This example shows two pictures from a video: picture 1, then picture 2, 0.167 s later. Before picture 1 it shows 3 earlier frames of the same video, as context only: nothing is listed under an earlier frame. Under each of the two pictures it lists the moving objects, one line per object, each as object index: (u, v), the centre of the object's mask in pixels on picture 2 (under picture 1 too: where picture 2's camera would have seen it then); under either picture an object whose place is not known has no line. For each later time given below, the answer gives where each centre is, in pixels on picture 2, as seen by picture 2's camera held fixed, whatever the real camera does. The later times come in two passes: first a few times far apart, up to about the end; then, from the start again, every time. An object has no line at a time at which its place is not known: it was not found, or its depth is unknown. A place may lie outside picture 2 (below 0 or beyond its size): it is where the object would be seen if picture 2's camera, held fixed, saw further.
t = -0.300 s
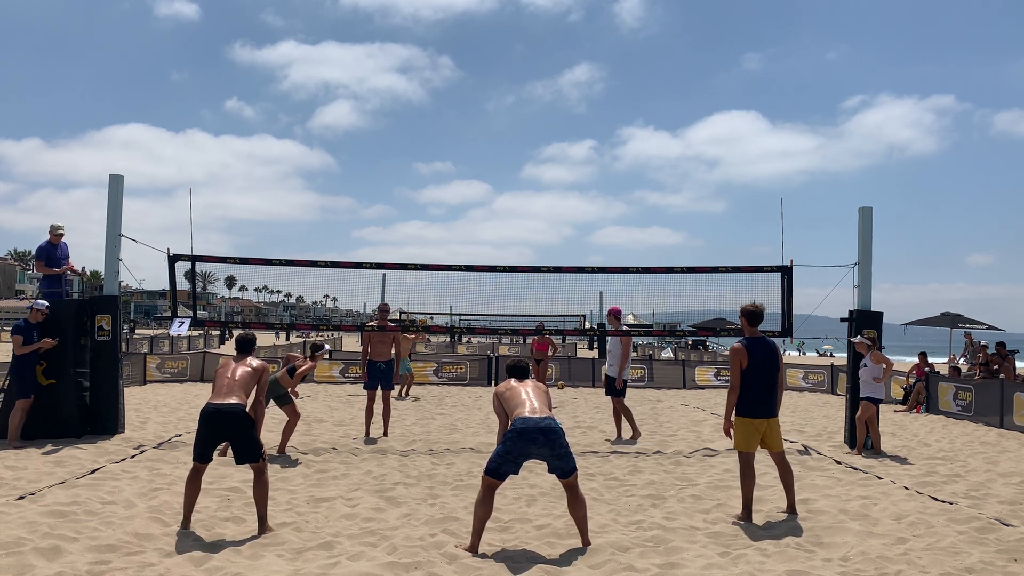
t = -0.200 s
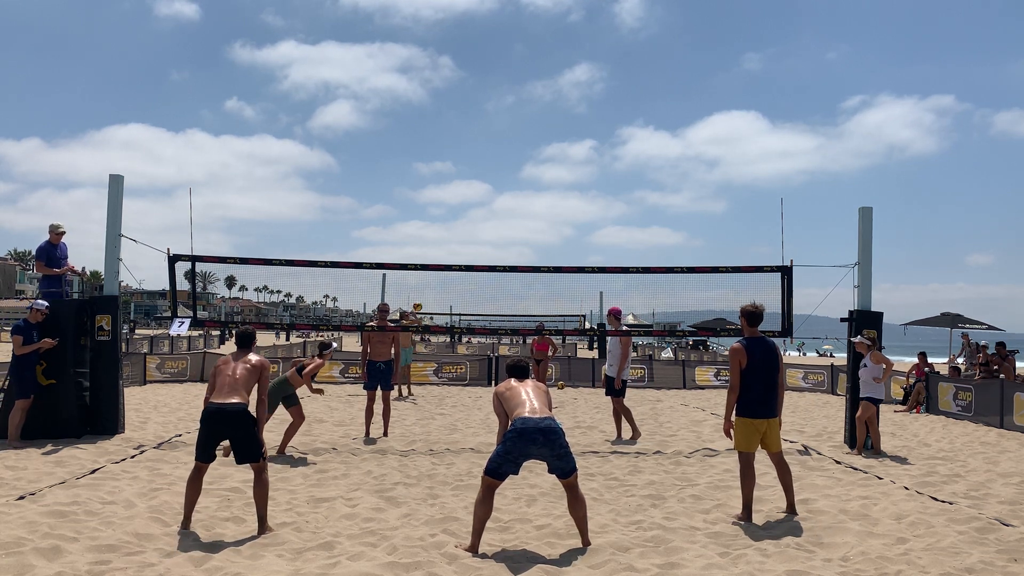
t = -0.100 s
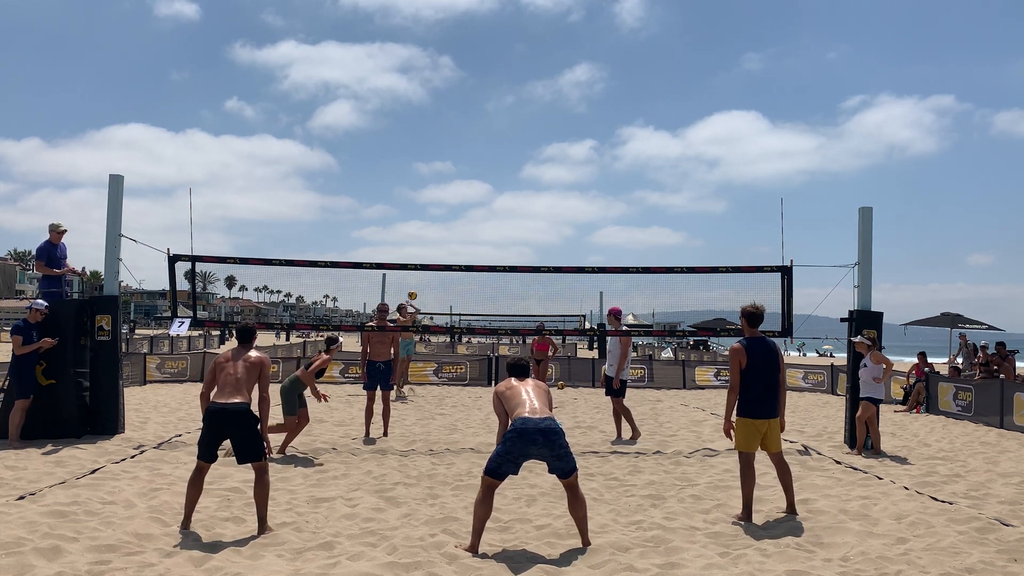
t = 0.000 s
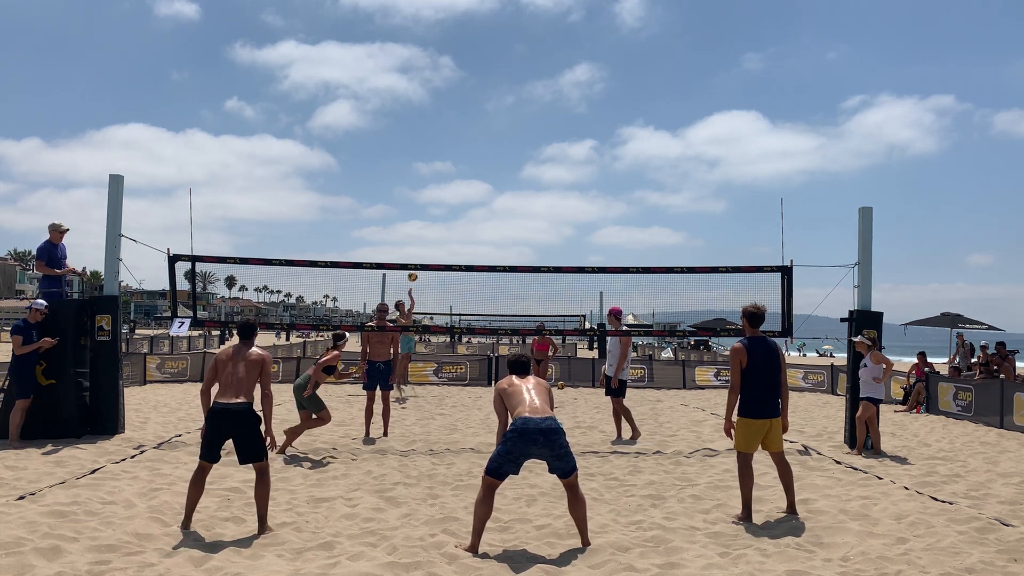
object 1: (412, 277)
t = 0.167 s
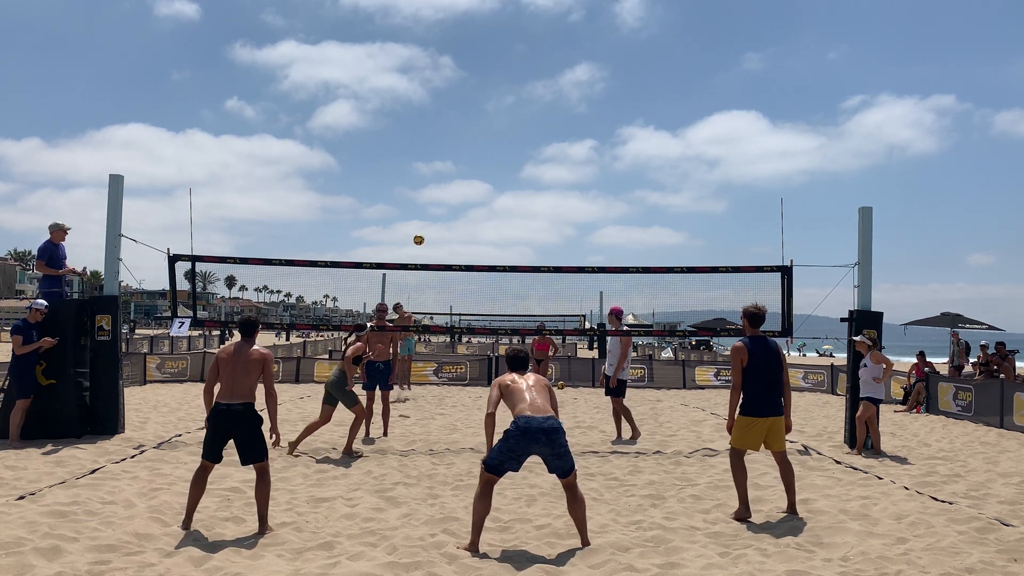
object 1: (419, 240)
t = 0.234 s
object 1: (421, 227)
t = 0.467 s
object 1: (431, 201)
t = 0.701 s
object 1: (442, 206)
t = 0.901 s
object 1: (455, 248)
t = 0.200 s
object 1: (420, 232)
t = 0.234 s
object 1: (421, 227)
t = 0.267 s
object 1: (422, 222)
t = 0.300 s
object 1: (424, 217)
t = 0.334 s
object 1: (425, 213)
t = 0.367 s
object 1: (427, 209)
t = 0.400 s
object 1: (428, 206)
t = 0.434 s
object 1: (429, 203)
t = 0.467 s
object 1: (431, 201)
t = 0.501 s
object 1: (432, 200)
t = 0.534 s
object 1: (433, 199)
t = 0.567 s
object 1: (435, 199)
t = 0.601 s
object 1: (436, 199)
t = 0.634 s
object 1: (438, 200)
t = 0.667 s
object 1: (440, 202)
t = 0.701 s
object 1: (442, 206)
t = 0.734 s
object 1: (444, 210)
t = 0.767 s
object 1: (446, 215)
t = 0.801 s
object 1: (448, 221)
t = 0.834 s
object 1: (451, 229)
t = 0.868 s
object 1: (453, 237)
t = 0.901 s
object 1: (455, 248)
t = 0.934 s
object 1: (458, 259)
